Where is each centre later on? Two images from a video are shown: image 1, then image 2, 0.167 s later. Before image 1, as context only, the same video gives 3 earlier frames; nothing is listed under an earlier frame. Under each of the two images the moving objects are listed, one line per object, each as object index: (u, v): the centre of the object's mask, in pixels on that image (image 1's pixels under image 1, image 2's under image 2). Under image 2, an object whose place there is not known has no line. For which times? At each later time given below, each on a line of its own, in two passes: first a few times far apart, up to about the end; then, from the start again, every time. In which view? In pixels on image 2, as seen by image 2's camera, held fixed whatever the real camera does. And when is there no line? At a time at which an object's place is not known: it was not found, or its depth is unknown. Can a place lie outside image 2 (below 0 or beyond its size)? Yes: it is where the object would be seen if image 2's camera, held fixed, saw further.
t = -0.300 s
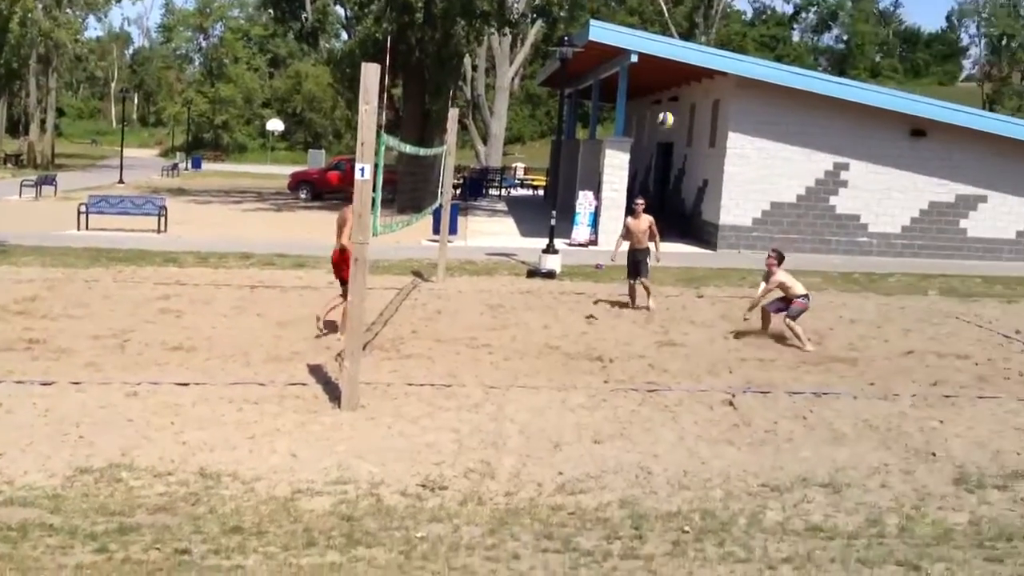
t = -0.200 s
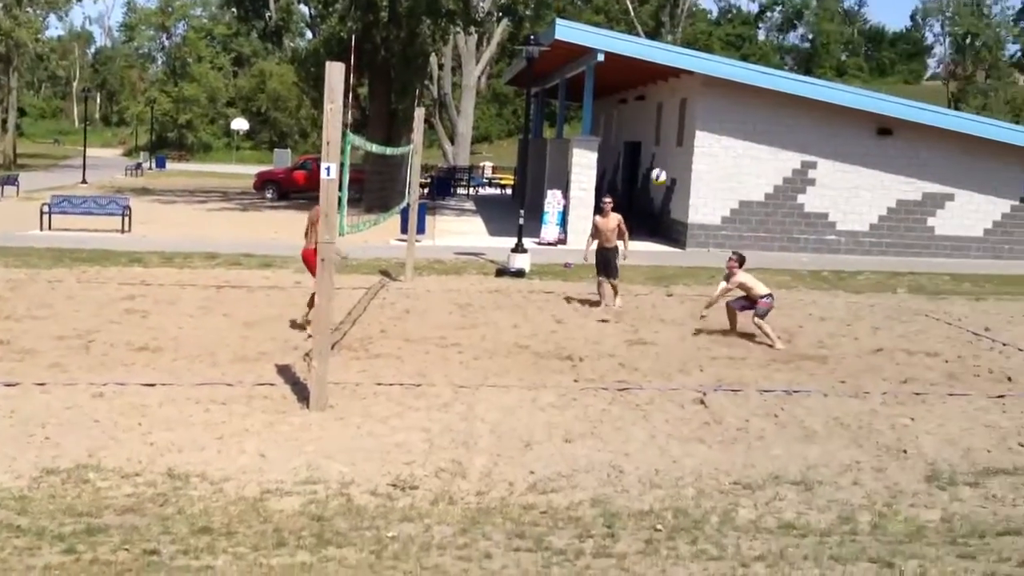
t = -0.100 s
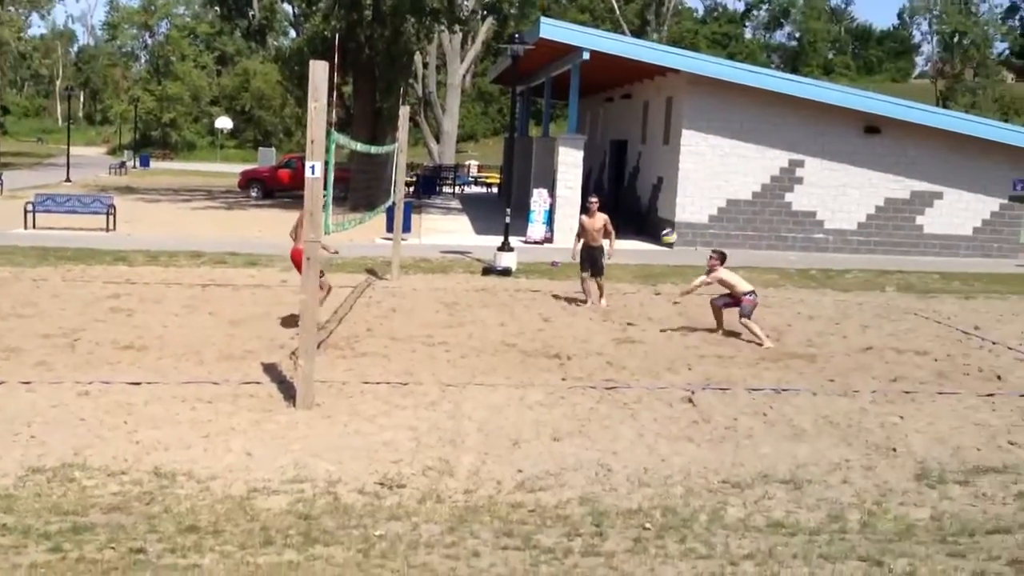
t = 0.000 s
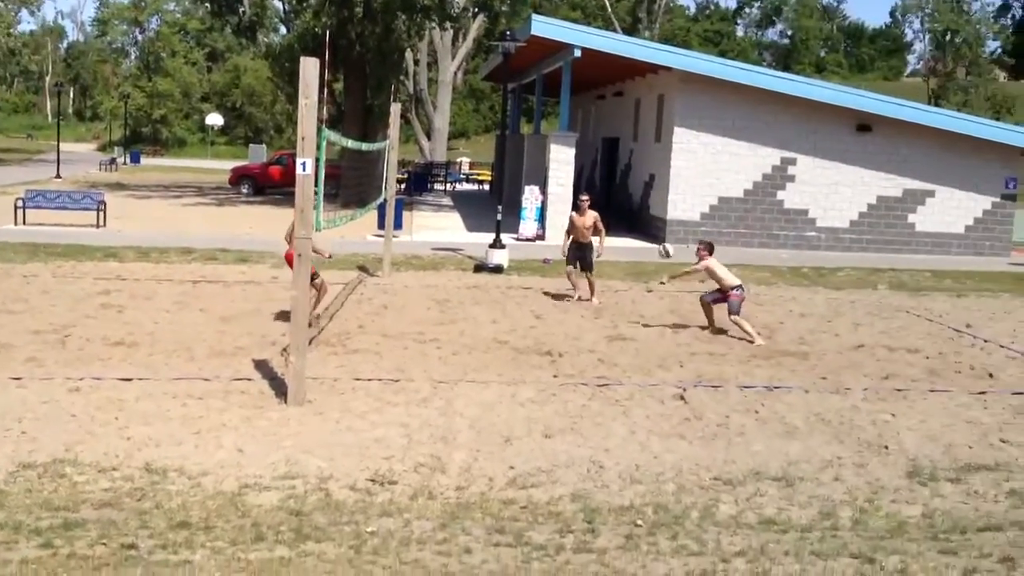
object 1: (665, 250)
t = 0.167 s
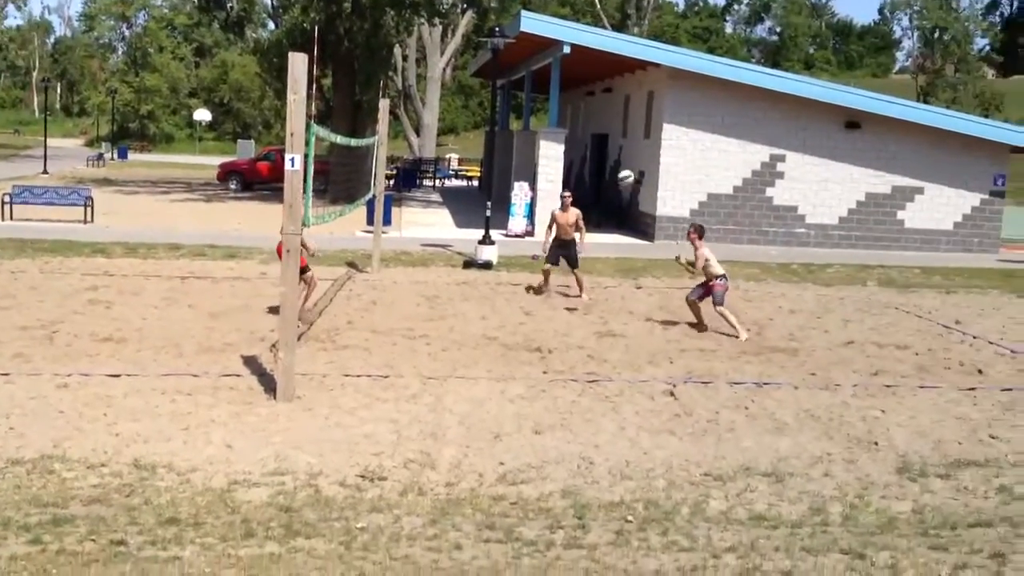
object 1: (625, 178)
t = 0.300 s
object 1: (601, 136)
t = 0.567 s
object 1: (552, 94)
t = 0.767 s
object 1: (514, 96)
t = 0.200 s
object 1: (619, 166)
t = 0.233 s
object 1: (614, 155)
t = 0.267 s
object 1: (608, 145)
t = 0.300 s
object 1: (601, 136)
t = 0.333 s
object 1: (596, 127)
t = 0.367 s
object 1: (589, 120)
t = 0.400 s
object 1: (583, 113)
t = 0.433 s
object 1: (577, 108)
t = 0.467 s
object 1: (571, 103)
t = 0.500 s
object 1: (565, 99)
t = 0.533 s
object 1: (559, 95)
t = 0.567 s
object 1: (552, 94)
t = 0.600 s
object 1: (546, 91)
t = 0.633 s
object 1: (539, 90)
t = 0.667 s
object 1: (533, 91)
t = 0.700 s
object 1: (527, 92)
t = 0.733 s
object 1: (521, 94)
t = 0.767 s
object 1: (514, 96)
